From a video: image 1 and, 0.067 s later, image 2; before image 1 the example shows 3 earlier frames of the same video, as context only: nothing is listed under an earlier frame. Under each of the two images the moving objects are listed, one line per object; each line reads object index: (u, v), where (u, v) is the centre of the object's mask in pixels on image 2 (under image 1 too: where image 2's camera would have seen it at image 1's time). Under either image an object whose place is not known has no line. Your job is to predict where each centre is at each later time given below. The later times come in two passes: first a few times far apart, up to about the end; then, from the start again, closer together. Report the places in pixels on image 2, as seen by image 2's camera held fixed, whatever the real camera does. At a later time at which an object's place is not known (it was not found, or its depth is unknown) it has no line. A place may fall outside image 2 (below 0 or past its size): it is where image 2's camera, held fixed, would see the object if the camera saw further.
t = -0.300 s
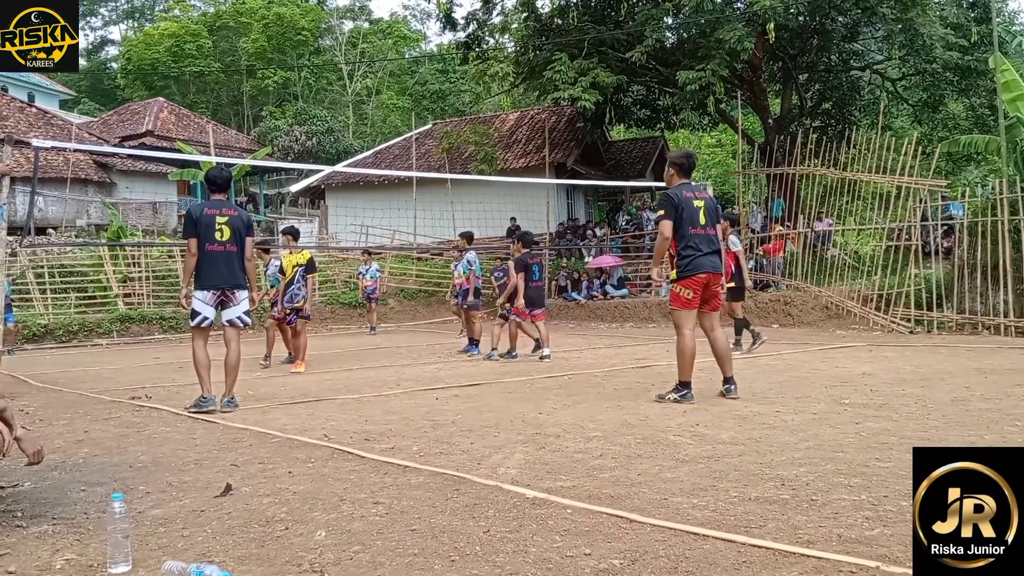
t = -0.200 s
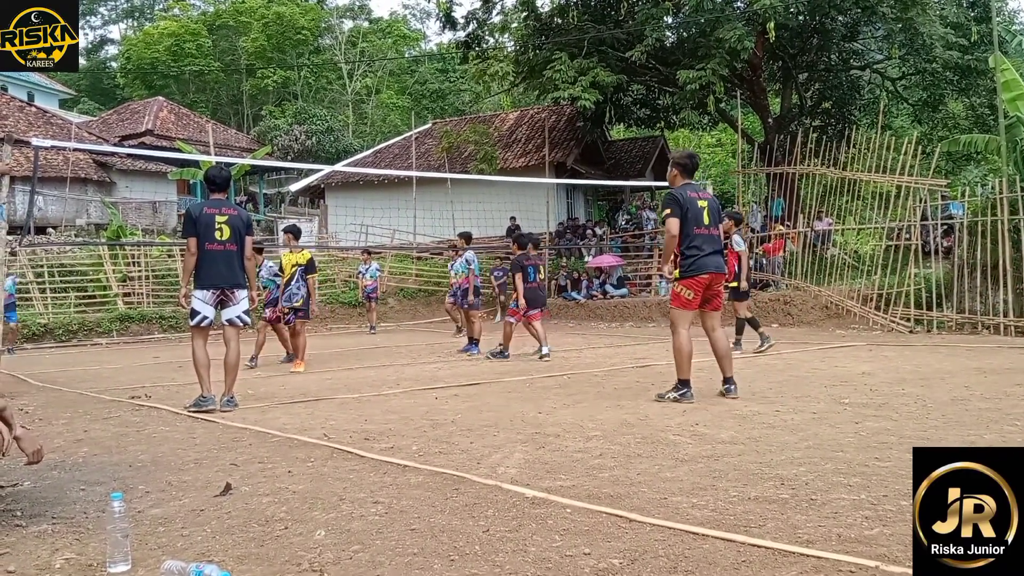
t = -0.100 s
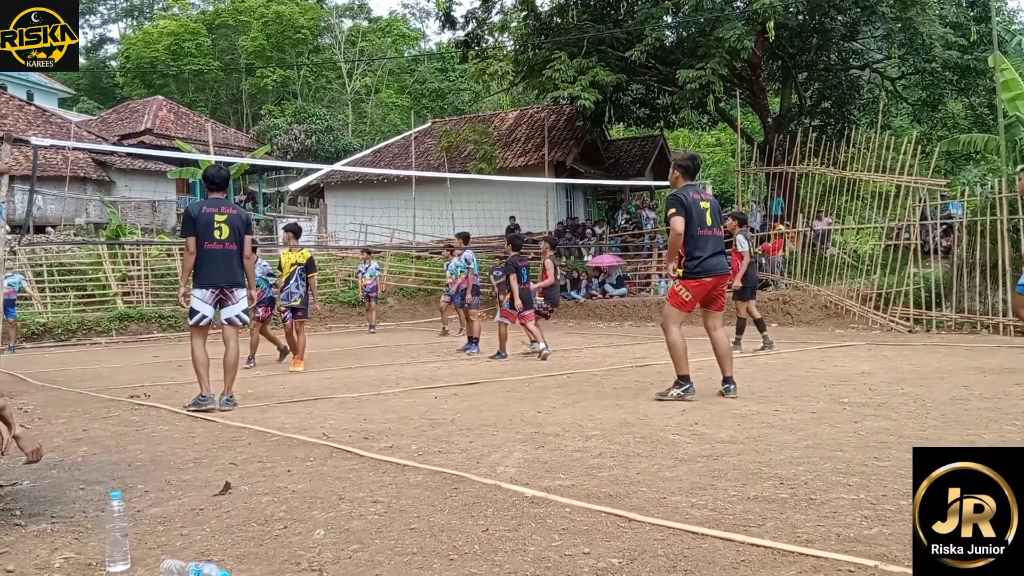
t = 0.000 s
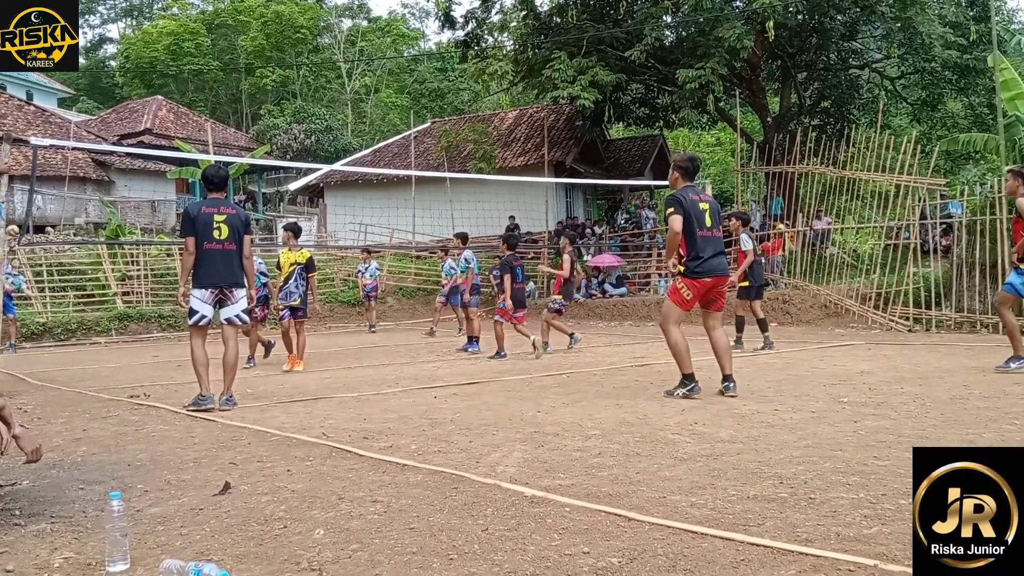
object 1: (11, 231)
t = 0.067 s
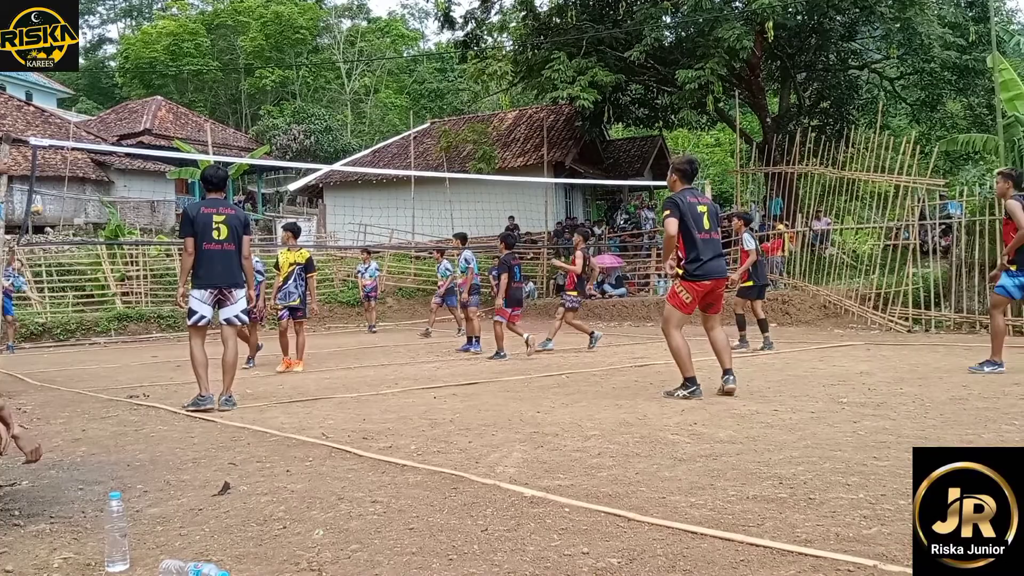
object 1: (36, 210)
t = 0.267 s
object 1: (113, 155)
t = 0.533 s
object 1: (250, 97)
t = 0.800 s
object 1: (464, 105)
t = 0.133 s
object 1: (60, 189)
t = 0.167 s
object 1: (73, 180)
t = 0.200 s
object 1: (86, 169)
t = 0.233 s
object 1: (100, 162)
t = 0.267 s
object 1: (113, 155)
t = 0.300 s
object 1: (127, 142)
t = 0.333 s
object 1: (143, 136)
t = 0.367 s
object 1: (157, 128)
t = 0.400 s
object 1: (174, 120)
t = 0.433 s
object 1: (192, 113)
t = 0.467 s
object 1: (210, 107)
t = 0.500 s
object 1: (230, 102)
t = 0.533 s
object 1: (250, 97)
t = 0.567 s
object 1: (272, 94)
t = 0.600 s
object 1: (295, 91)
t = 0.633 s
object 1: (319, 90)
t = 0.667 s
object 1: (346, 89)
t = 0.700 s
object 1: (373, 90)
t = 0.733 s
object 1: (401, 93)
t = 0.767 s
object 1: (432, 99)
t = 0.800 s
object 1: (464, 105)
